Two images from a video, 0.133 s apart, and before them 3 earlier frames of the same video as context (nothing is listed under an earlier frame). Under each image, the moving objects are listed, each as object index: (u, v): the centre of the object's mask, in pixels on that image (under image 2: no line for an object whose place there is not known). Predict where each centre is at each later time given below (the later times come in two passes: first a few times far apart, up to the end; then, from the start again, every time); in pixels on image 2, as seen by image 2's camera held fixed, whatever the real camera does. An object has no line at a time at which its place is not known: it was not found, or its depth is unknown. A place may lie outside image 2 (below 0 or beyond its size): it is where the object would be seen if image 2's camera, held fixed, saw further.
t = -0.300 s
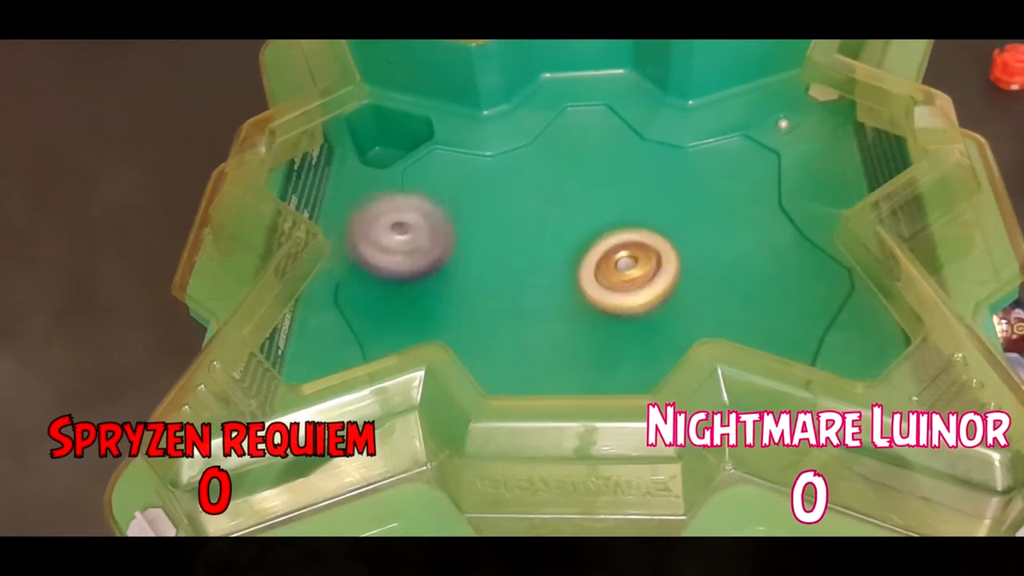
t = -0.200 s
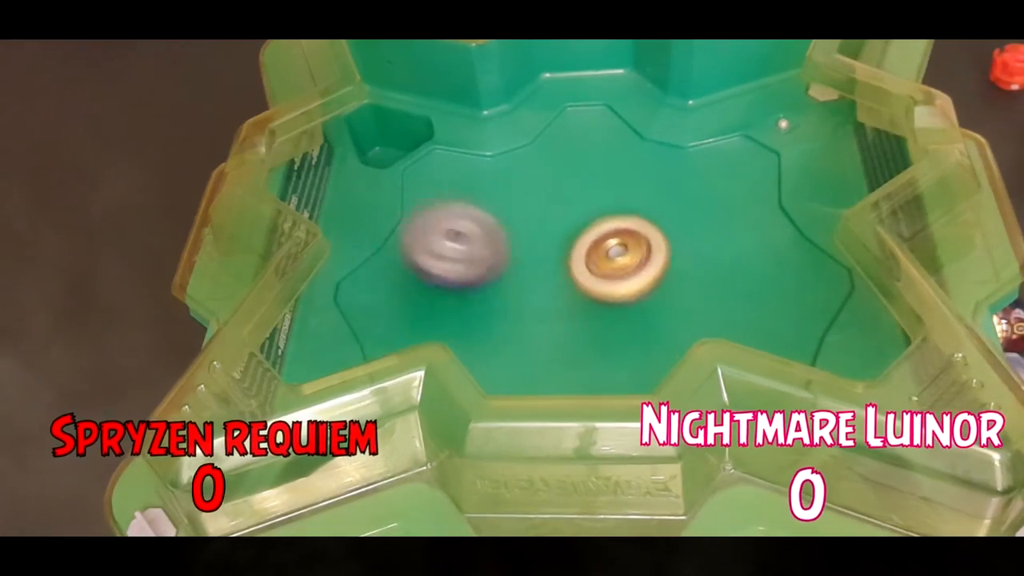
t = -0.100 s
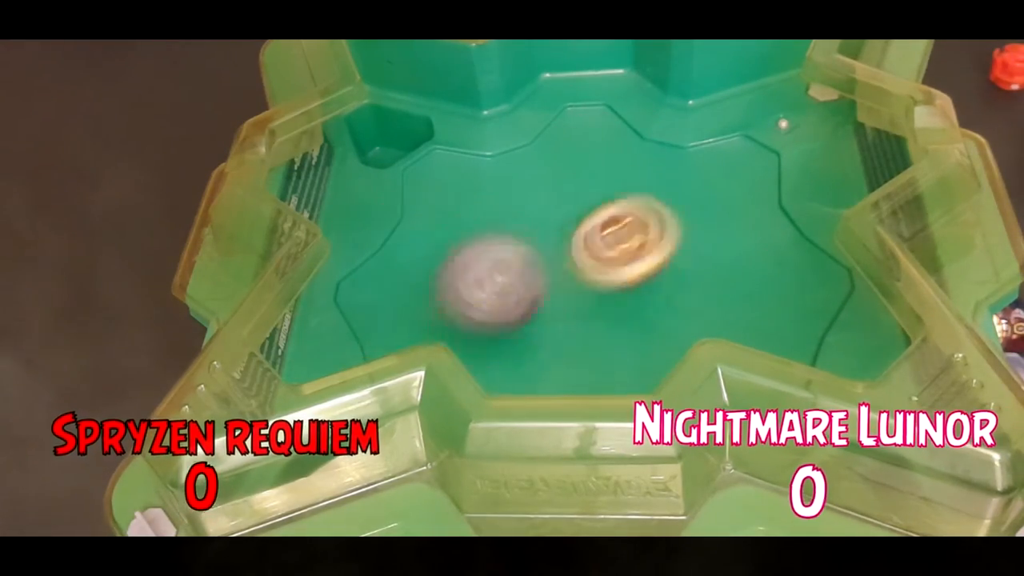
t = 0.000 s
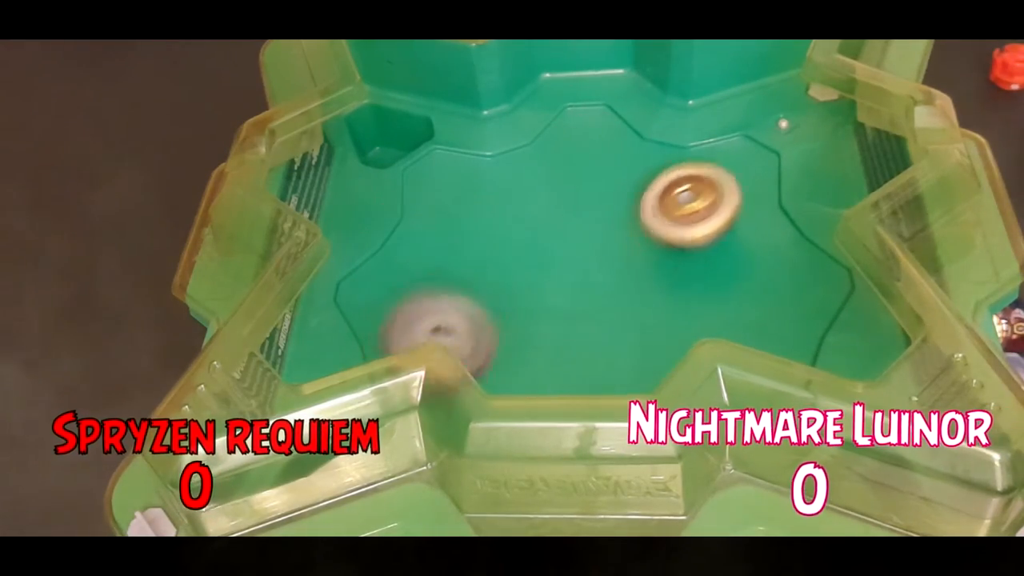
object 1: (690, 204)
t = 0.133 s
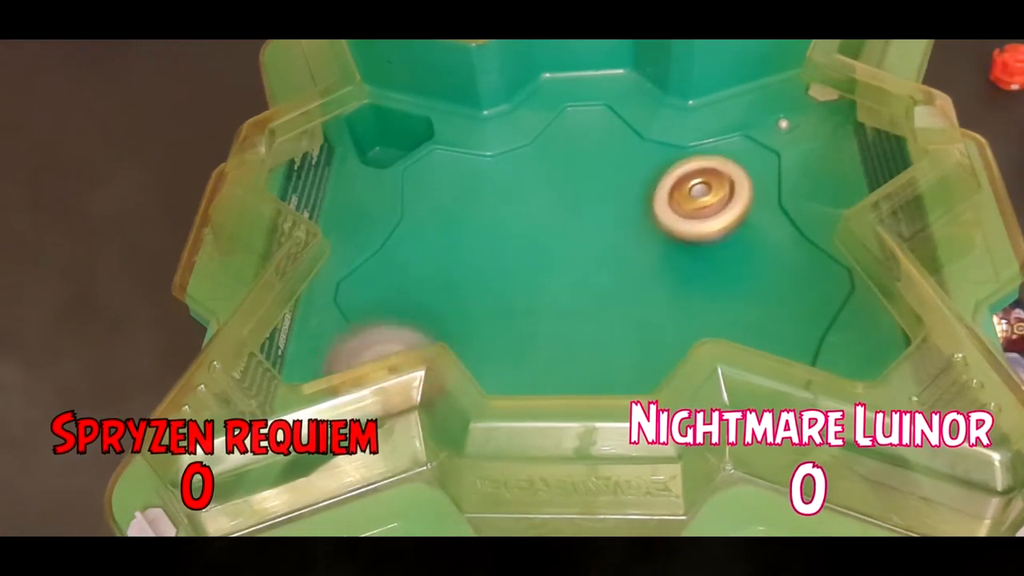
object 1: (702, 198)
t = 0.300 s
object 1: (670, 209)
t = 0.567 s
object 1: (591, 245)
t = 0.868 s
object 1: (520, 300)
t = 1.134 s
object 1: (510, 346)
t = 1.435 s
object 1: (572, 355)
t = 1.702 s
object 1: (637, 319)
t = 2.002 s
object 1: (649, 259)
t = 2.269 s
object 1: (604, 227)
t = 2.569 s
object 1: (559, 230)
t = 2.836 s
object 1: (537, 267)
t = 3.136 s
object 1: (574, 245)
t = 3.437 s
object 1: (610, 238)
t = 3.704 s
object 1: (611, 251)
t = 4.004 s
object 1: (530, 264)
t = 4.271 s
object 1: (513, 295)
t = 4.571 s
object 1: (569, 322)
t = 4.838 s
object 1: (625, 302)
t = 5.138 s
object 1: (632, 259)
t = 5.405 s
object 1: (590, 244)
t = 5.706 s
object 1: (541, 272)
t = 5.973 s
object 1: (542, 315)
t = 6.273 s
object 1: (592, 326)
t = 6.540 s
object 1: (626, 296)
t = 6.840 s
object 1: (608, 257)
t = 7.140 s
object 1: (556, 257)
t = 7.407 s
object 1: (537, 290)
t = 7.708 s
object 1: (573, 318)
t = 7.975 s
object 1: (618, 303)
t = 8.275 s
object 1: (619, 265)
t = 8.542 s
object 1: (580, 253)
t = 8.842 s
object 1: (547, 282)
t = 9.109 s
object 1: (564, 313)
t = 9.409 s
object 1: (611, 308)
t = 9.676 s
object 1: (616, 276)
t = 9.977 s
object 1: (584, 258)
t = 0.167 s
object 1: (699, 199)
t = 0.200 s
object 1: (694, 200)
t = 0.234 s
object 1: (687, 203)
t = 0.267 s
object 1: (680, 205)
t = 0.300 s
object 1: (670, 209)
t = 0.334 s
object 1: (661, 213)
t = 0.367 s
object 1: (651, 218)
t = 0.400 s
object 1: (641, 222)
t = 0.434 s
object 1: (631, 226)
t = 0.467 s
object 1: (621, 230)
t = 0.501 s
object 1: (611, 235)
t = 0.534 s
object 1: (601, 239)
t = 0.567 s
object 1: (591, 245)
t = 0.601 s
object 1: (582, 251)
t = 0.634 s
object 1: (572, 256)
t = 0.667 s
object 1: (564, 263)
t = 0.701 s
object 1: (555, 269)
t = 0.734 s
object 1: (546, 275)
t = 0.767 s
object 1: (538, 282)
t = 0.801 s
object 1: (531, 288)
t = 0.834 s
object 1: (525, 294)
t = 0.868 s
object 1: (520, 300)
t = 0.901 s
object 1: (515, 306)
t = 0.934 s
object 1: (511, 312)
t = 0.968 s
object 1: (509, 318)
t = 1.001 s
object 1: (507, 324)
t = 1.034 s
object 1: (506, 331)
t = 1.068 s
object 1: (506, 336)
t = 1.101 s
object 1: (507, 341)
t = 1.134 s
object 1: (510, 346)
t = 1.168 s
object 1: (514, 350)
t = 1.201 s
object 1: (518, 353)
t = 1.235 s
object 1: (523, 354)
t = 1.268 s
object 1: (530, 356)
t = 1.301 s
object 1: (537, 357)
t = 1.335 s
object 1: (545, 357)
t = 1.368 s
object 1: (554, 357)
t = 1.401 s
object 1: (563, 356)
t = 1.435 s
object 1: (572, 355)
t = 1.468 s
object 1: (581, 353)
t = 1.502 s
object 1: (590, 349)
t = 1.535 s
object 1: (599, 345)
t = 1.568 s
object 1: (608, 341)
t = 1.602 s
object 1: (616, 336)
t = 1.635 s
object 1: (624, 331)
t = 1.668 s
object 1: (631, 325)
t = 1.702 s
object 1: (637, 319)
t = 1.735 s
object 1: (642, 312)
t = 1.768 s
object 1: (646, 306)
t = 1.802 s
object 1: (650, 299)
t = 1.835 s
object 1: (652, 292)
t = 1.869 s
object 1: (654, 285)
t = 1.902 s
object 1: (654, 278)
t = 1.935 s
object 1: (653, 272)
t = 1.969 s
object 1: (652, 265)
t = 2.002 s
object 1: (649, 259)
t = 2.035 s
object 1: (646, 253)
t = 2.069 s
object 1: (642, 248)
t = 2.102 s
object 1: (637, 242)
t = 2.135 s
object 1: (631, 238)
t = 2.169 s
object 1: (625, 234)
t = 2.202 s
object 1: (618, 230)
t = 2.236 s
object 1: (611, 228)
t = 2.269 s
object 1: (604, 227)
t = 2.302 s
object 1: (597, 226)
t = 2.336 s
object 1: (594, 224)
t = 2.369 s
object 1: (591, 224)
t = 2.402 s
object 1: (585, 224)
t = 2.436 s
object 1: (580, 224)
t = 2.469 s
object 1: (574, 225)
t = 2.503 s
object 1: (569, 226)
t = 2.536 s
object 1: (564, 227)
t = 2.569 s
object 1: (559, 230)
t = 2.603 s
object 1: (554, 233)
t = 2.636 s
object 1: (550, 236)
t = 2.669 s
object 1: (546, 240)
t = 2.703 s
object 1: (543, 244)
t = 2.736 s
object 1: (541, 249)
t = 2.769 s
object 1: (538, 254)
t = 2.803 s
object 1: (537, 260)
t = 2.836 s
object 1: (537, 267)
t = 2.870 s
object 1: (536, 274)
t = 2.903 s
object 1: (537, 280)
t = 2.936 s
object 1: (538, 287)
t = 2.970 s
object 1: (539, 289)
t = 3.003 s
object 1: (546, 275)
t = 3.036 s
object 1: (552, 263)
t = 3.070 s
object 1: (558, 254)
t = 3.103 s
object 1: (566, 248)
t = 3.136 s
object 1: (574, 245)
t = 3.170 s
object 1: (580, 243)
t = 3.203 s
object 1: (587, 241)
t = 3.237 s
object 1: (592, 240)
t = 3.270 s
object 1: (597, 239)
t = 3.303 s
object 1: (600, 239)
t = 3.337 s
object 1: (603, 238)
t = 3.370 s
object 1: (606, 238)
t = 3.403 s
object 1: (608, 238)
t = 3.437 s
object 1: (610, 238)
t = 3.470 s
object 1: (612, 238)
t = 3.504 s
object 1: (612, 239)
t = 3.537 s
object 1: (613, 240)
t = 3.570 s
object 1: (614, 241)
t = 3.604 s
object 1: (613, 244)
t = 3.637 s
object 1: (612, 245)
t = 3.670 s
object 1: (612, 248)
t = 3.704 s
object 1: (611, 251)
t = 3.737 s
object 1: (610, 254)
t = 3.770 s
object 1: (604, 256)
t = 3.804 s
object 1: (584, 256)
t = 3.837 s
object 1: (569, 256)
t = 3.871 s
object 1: (558, 258)
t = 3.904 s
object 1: (548, 259)
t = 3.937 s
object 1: (542, 260)
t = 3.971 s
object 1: (536, 262)
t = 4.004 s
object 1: (530, 264)
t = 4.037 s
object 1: (526, 268)
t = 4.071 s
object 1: (520, 271)
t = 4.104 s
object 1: (517, 274)
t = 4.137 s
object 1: (514, 278)
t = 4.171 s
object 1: (512, 282)
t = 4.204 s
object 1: (512, 287)
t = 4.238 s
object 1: (512, 292)
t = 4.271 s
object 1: (513, 295)
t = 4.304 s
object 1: (516, 300)
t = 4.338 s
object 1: (519, 305)
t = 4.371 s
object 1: (523, 309)
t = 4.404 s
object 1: (527, 313)
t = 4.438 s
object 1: (539, 317)
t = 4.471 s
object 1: (546, 319)
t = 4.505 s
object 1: (554, 321)
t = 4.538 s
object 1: (561, 321)
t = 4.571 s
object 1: (569, 322)
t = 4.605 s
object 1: (577, 321)
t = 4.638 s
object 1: (586, 320)
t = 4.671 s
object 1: (593, 318)
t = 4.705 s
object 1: (601, 316)
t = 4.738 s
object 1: (608, 313)
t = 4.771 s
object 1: (615, 310)
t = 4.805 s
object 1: (621, 306)
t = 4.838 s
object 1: (625, 302)
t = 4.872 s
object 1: (630, 298)
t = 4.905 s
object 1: (633, 292)
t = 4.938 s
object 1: (636, 288)
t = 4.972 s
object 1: (637, 283)
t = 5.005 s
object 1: (638, 278)
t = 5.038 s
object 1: (638, 272)
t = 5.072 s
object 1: (638, 268)
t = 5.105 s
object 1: (634, 263)
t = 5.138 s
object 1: (632, 259)
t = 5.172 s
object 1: (628, 255)
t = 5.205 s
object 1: (624, 252)
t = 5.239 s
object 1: (619, 249)
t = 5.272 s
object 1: (615, 247)
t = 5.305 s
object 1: (609, 245)
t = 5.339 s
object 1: (604, 244)
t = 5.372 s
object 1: (596, 244)
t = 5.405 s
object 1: (590, 244)
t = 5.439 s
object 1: (583, 245)
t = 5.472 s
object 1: (577, 247)
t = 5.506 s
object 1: (570, 249)
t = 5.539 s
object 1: (565, 251)
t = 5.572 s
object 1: (558, 255)
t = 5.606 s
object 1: (554, 258)
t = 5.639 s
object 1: (549, 263)
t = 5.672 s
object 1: (545, 267)
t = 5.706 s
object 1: (541, 272)
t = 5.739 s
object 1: (538, 277)
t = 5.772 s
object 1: (536, 283)
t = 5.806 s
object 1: (535, 288)
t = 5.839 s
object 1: (534, 294)
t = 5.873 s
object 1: (536, 300)
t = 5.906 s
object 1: (536, 306)
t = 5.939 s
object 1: (539, 310)
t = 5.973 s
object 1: (542, 315)
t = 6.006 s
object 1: (546, 318)
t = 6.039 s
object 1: (549, 321)
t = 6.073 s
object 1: (554, 323)
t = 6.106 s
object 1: (559, 325)
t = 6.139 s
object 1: (565, 327)
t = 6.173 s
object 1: (571, 327)
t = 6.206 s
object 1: (578, 327)
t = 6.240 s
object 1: (585, 327)
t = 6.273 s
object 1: (592, 326)
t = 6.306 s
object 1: (597, 324)
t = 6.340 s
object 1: (604, 321)
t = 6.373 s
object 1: (610, 318)
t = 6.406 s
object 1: (614, 315)
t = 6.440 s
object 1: (618, 311)
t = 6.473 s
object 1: (621, 306)
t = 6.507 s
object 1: (625, 302)
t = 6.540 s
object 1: (626, 296)
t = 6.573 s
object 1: (627, 291)
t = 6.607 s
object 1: (628, 286)
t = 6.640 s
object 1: (626, 281)
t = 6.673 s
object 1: (625, 275)
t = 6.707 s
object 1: (623, 270)
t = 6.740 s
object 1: (620, 267)
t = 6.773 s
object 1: (616, 263)
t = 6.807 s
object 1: (611, 259)
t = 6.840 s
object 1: (608, 257)
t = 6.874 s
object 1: (602, 255)
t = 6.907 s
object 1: (597, 253)
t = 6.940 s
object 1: (592, 252)
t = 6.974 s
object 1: (585, 252)
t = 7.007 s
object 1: (579, 251)
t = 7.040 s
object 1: (573, 252)
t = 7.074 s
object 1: (567, 254)
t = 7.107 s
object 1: (561, 255)
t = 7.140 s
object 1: (556, 257)
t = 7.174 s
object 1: (551, 260)
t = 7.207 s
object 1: (546, 264)
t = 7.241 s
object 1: (543, 267)
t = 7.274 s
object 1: (540, 271)
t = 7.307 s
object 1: (538, 276)
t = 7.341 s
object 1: (537, 280)
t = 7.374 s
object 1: (536, 285)
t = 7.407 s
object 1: (537, 290)
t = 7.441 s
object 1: (537, 294)
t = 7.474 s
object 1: (539, 299)
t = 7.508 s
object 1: (543, 303)
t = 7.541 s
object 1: (545, 307)
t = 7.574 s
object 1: (550, 310)
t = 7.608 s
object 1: (555, 313)
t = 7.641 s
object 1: (561, 315)
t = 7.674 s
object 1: (567, 317)
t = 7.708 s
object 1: (573, 318)
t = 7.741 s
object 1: (580, 318)
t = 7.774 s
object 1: (586, 318)
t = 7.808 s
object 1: (592, 317)
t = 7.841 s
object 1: (600, 315)
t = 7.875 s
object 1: (604, 313)
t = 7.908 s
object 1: (610, 310)
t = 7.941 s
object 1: (615, 306)
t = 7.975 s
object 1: (618, 303)
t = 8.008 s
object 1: (622, 299)
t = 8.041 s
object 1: (625, 295)
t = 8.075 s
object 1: (626, 290)
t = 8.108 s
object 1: (627, 286)
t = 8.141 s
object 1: (628, 281)
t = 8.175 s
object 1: (626, 277)
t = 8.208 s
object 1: (625, 273)
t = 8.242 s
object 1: (623, 268)
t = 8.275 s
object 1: (619, 265)
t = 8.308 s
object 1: (616, 262)
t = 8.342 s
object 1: (612, 259)
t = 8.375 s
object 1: (607, 257)
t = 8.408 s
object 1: (602, 255)
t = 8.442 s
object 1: (597, 253)
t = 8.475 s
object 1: (590, 253)
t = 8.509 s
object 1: (585, 253)
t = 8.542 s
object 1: (580, 253)
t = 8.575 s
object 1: (574, 255)
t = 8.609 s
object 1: (569, 256)
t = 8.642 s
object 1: (564, 259)
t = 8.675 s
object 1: (559, 263)
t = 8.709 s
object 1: (556, 266)
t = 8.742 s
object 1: (552, 269)
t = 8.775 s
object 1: (549, 274)
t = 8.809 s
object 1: (548, 277)
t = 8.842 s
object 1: (547, 282)
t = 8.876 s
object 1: (546, 287)
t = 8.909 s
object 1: (547, 291)
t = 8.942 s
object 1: (548, 295)
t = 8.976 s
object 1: (550, 301)
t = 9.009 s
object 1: (552, 304)
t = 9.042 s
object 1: (556, 308)
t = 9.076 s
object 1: (560, 311)
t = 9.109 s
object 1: (564, 313)
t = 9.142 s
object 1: (569, 315)
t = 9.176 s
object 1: (575, 317)
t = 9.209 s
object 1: (580, 317)
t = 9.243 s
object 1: (587, 317)
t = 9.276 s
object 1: (592, 317)
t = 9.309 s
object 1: (598, 315)
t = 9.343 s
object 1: (603, 313)
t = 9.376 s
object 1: (607, 311)
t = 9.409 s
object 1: (611, 308)
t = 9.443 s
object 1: (615, 304)
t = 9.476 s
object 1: (616, 301)
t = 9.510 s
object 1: (618, 297)
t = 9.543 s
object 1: (620, 293)
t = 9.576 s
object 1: (619, 289)
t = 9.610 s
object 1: (619, 284)
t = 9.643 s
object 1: (618, 280)
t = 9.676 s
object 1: (616, 276)
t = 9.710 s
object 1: (613, 272)
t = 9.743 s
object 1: (611, 268)
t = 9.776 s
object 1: (609, 265)
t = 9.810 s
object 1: (605, 263)
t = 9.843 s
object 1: (601, 261)
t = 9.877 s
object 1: (597, 259)
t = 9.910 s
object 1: (593, 259)
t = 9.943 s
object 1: (589, 258)
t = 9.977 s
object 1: (584, 258)
